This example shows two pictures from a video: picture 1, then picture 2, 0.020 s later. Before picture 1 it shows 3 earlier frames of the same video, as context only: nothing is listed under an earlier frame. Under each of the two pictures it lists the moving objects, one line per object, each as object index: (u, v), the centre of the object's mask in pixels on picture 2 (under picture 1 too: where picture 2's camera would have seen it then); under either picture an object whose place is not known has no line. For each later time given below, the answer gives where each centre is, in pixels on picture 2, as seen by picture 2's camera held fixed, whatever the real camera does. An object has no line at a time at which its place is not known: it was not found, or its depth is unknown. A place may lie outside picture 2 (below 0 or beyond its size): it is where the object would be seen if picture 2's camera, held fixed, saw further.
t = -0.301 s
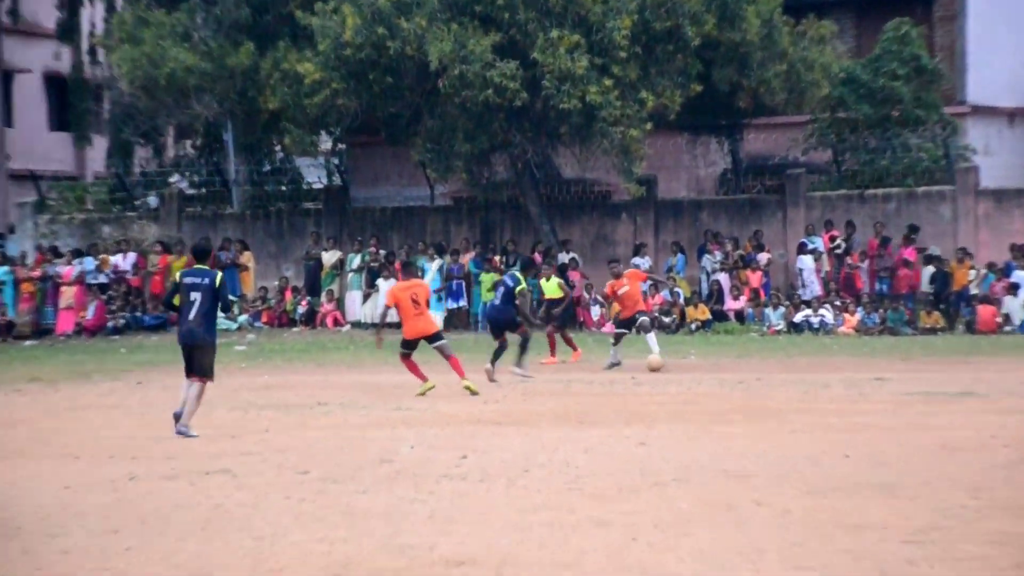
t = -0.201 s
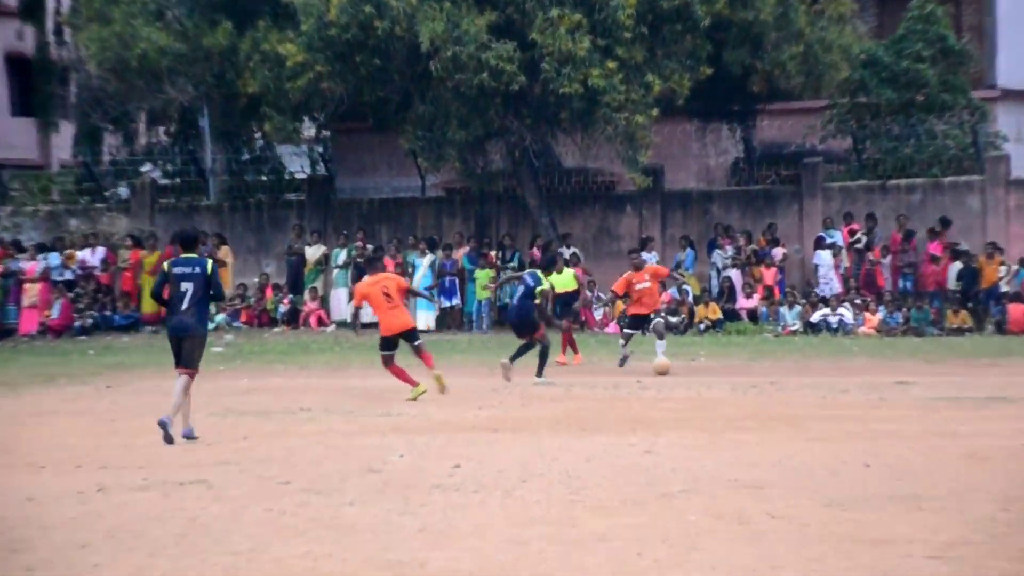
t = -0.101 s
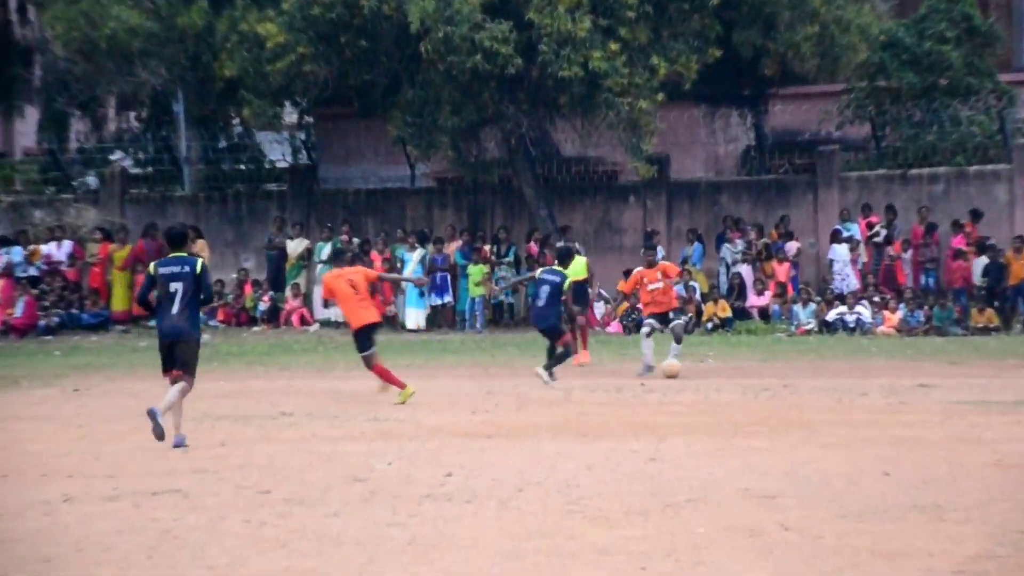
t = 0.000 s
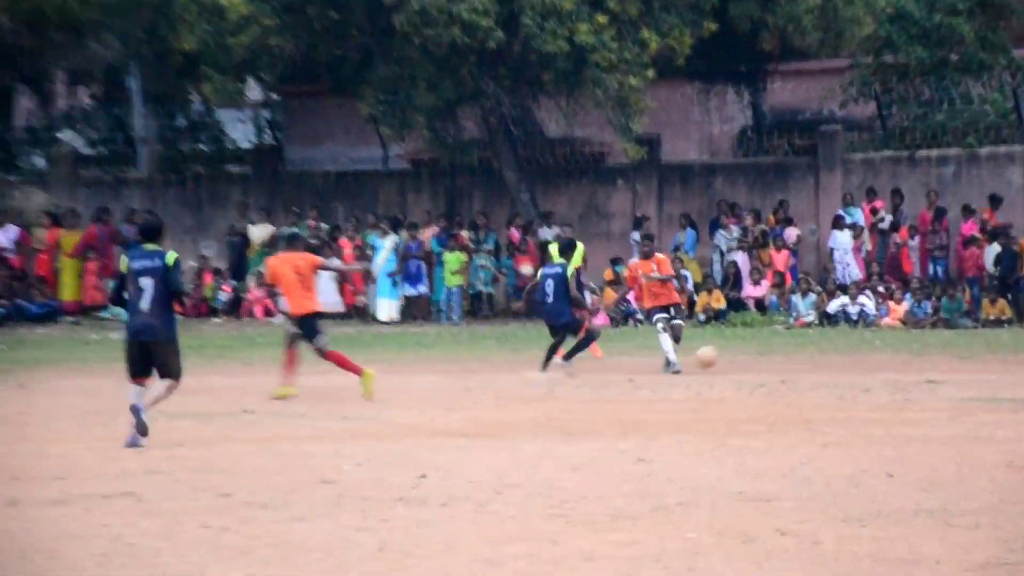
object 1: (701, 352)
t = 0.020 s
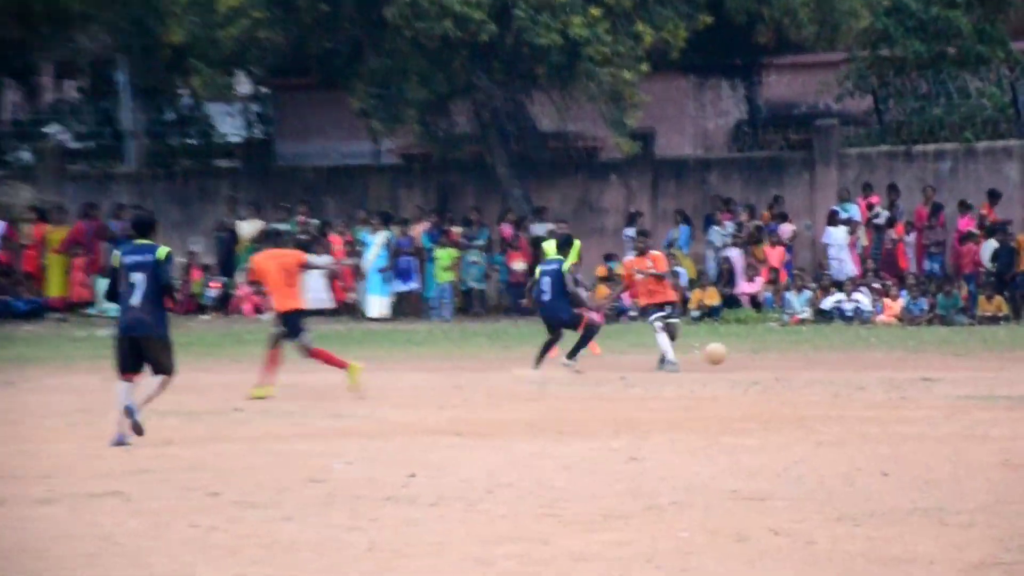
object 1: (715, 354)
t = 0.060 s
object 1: (744, 352)
